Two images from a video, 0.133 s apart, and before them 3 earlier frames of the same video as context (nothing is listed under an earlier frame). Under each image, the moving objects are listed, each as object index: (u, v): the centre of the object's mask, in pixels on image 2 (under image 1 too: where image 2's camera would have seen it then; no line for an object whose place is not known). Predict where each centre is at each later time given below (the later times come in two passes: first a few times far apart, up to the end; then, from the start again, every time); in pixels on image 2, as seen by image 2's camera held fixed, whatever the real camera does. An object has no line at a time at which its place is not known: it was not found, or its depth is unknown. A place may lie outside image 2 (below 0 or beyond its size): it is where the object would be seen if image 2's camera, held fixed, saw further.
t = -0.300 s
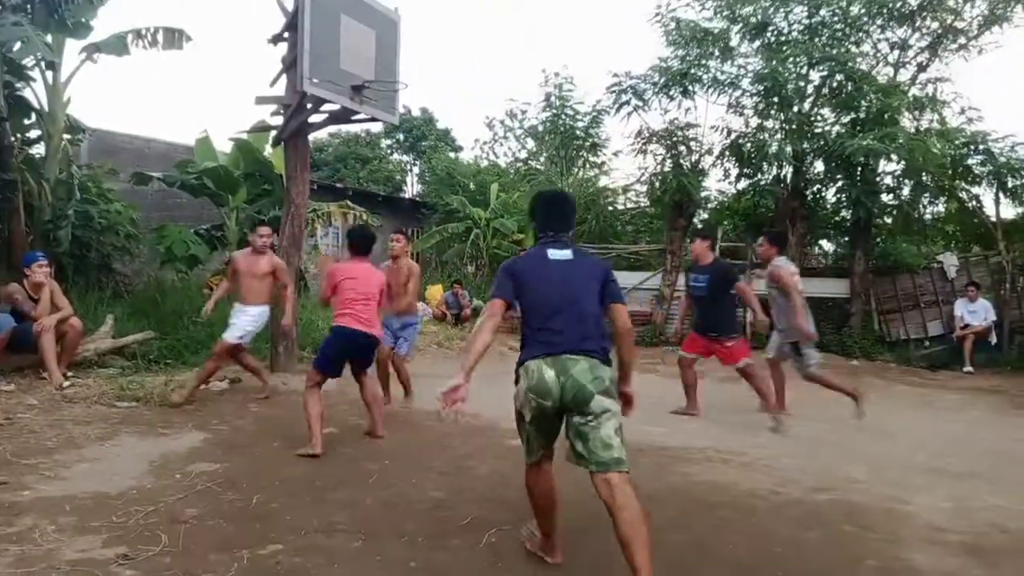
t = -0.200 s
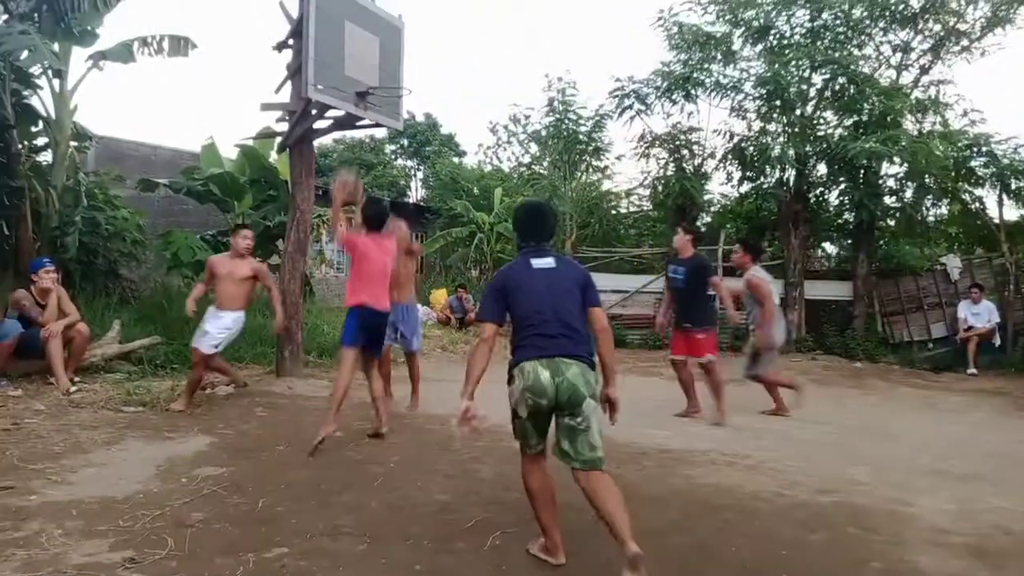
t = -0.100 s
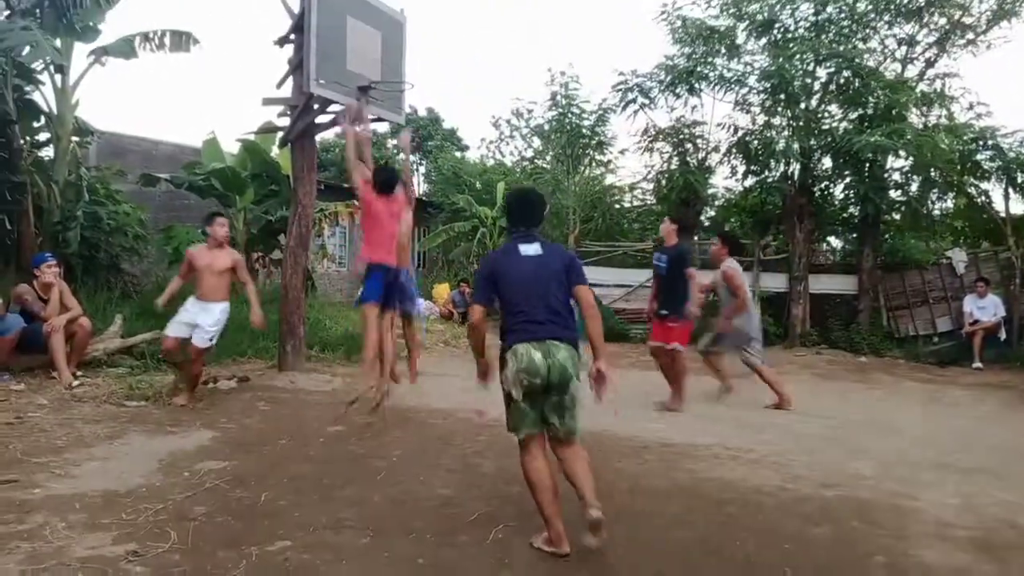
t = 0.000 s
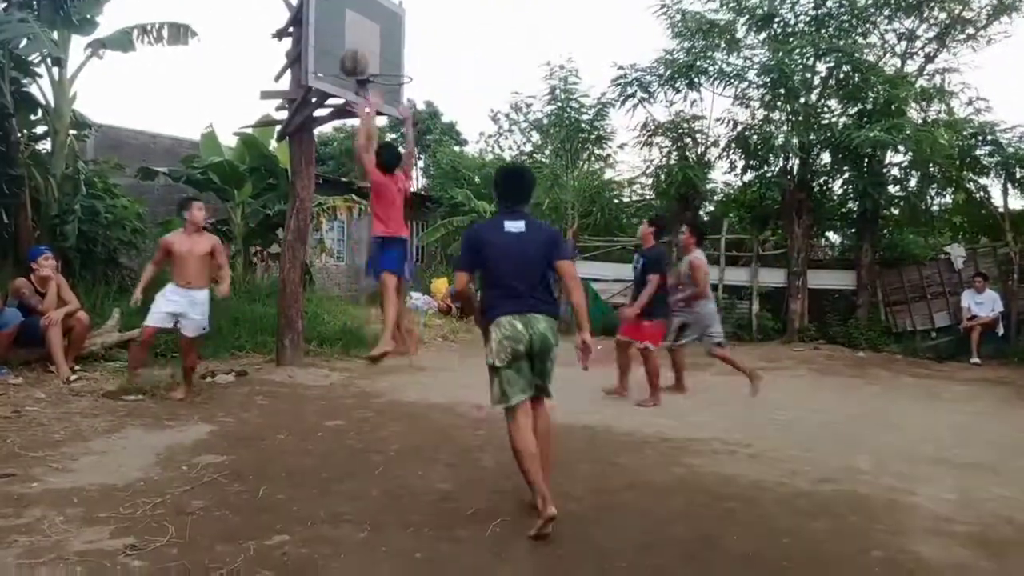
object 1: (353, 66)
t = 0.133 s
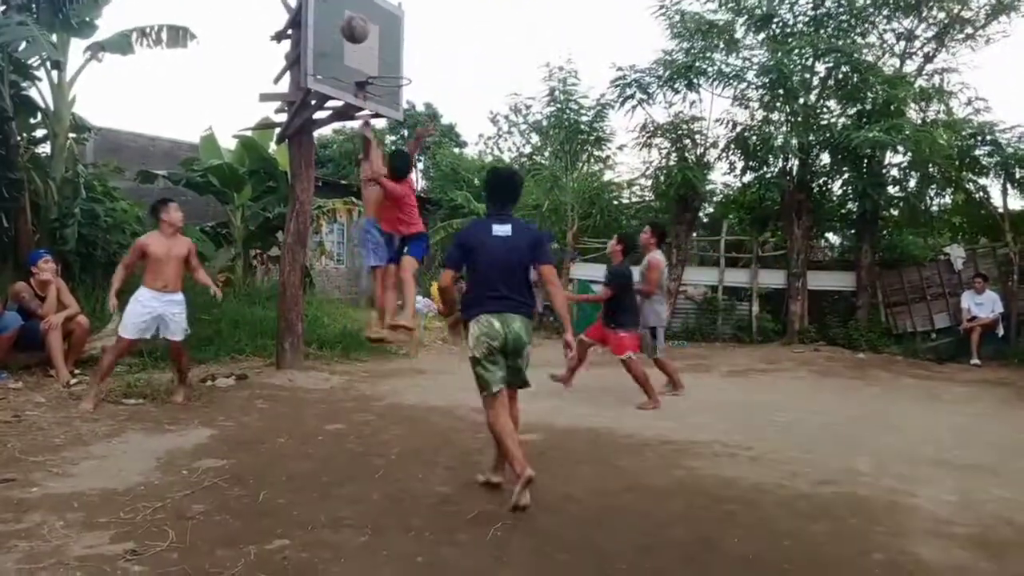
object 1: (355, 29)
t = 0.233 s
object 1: (357, 18)
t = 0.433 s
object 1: (370, 28)
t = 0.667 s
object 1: (404, 69)
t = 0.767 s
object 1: (400, 55)
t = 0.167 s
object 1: (356, 24)
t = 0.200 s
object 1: (356, 21)
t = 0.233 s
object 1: (357, 18)
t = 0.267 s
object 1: (357, 18)
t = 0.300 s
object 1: (357, 18)
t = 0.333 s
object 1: (358, 19)
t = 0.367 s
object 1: (360, 21)
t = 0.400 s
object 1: (364, 26)
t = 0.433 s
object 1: (370, 28)
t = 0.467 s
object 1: (374, 32)
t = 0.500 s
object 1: (382, 35)
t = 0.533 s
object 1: (386, 42)
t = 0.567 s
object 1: (391, 49)
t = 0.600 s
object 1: (396, 57)
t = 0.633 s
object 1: (402, 67)
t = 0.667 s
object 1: (404, 69)
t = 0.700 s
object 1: (402, 63)
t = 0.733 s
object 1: (401, 59)
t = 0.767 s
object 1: (400, 55)
